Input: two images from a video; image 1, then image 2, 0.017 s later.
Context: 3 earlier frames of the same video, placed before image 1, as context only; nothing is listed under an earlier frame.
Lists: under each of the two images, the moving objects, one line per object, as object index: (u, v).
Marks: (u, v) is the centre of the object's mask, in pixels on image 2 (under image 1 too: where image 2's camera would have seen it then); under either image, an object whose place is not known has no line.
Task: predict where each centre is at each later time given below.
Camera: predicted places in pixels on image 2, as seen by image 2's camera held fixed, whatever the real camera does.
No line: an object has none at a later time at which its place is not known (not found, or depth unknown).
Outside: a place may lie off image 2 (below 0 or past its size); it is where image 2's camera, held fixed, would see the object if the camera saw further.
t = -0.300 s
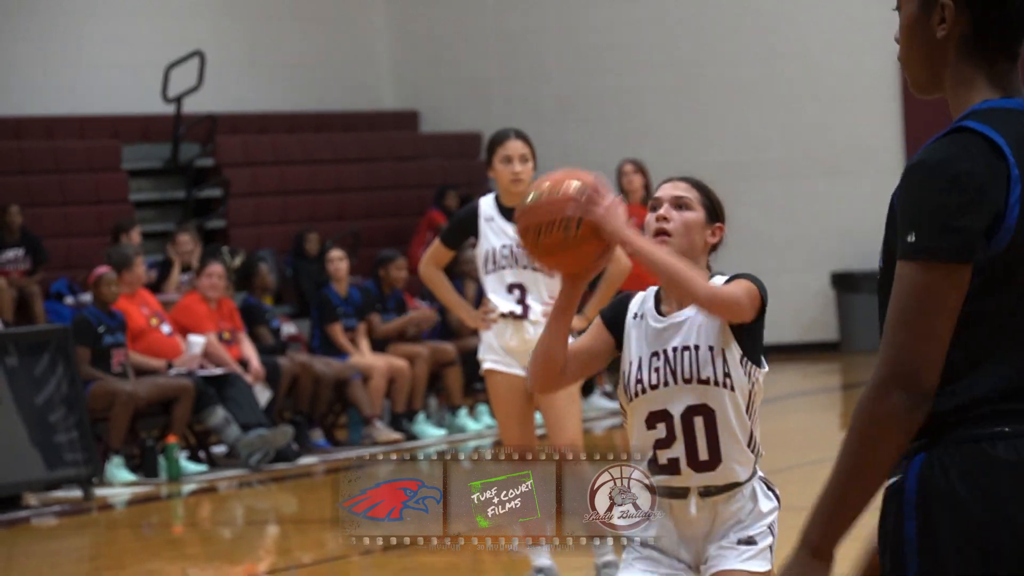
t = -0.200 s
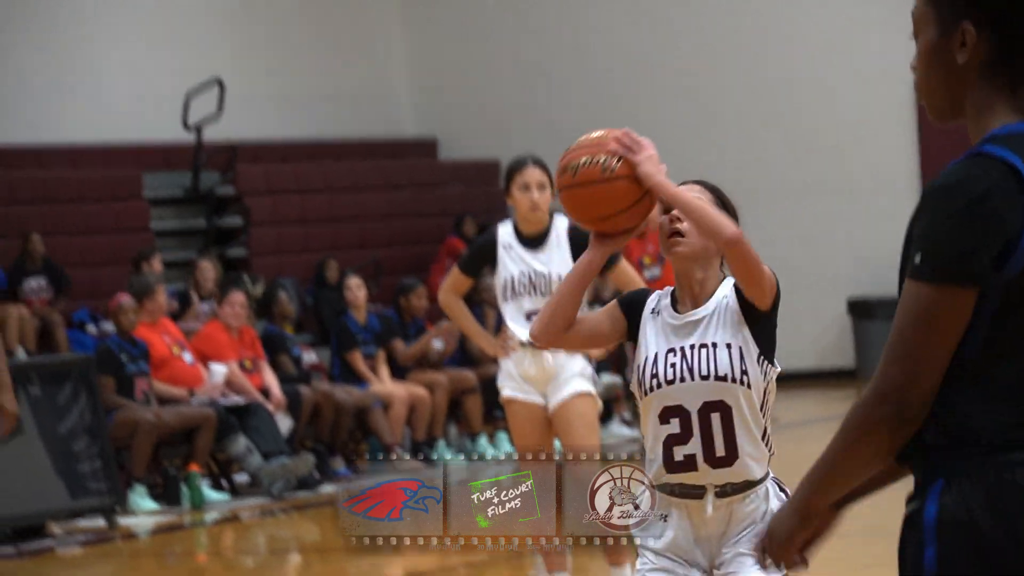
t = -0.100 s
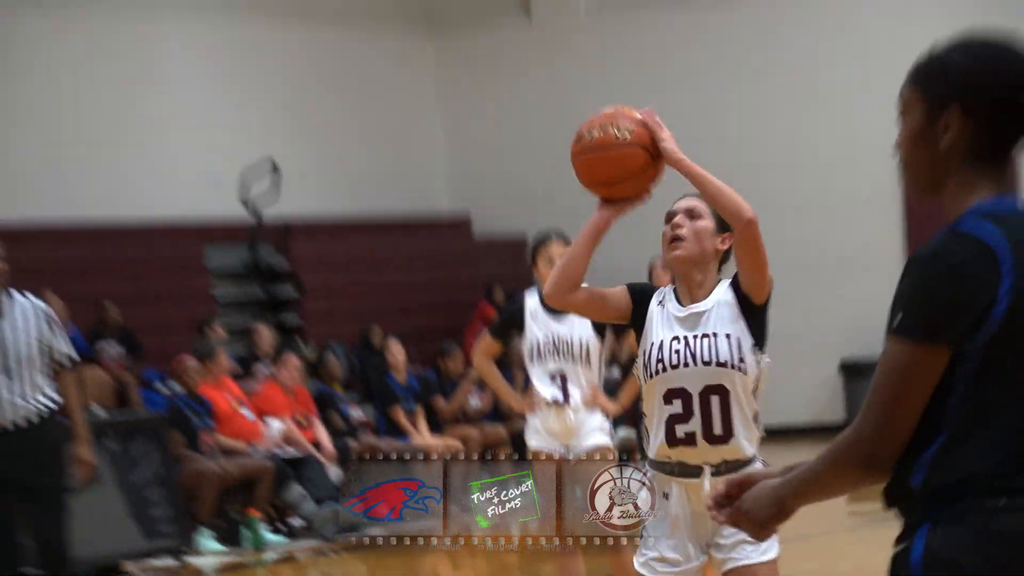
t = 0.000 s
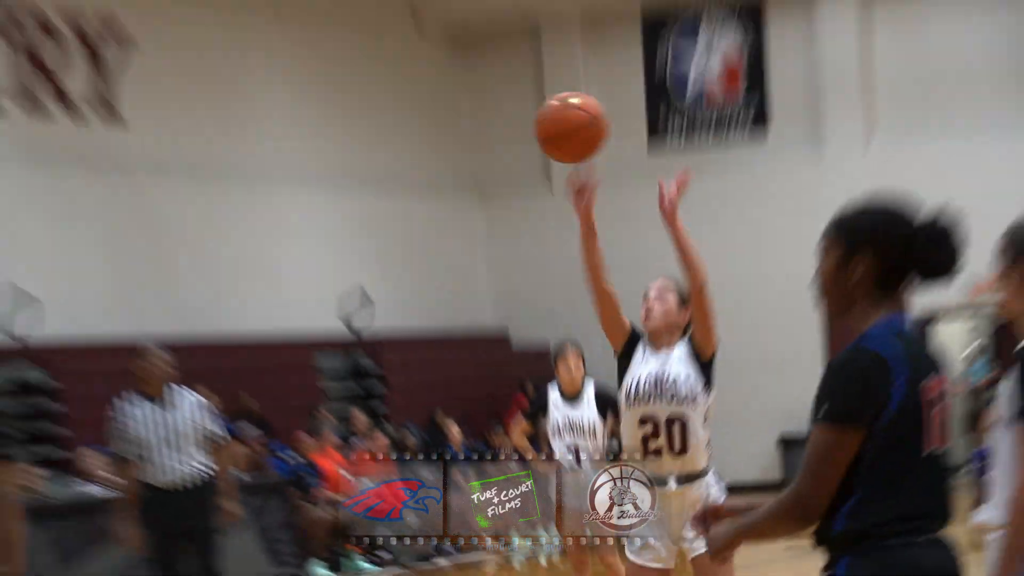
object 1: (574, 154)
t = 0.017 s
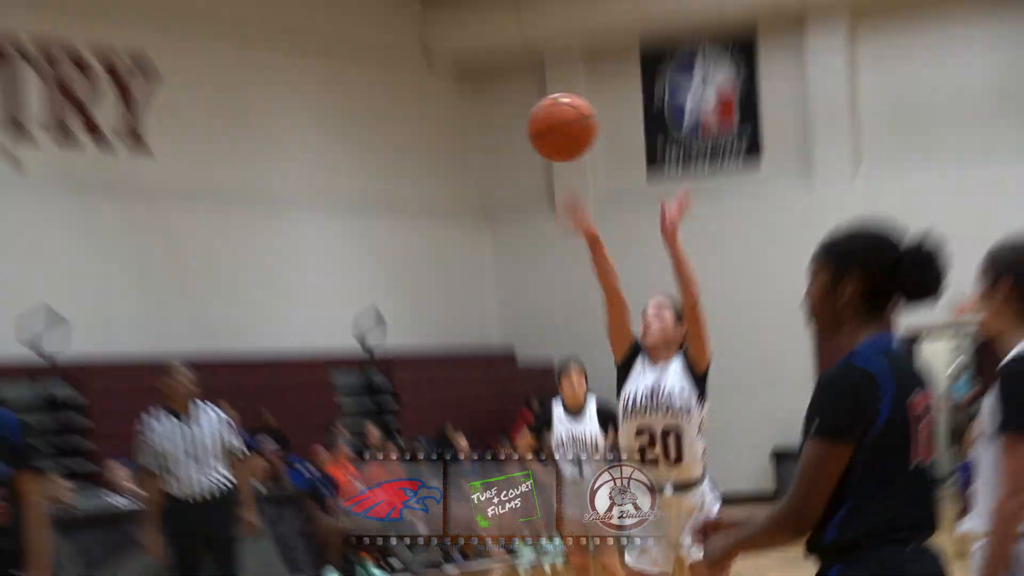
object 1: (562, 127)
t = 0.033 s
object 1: (550, 98)
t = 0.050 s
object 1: (538, 68)
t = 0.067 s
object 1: (525, 40)
